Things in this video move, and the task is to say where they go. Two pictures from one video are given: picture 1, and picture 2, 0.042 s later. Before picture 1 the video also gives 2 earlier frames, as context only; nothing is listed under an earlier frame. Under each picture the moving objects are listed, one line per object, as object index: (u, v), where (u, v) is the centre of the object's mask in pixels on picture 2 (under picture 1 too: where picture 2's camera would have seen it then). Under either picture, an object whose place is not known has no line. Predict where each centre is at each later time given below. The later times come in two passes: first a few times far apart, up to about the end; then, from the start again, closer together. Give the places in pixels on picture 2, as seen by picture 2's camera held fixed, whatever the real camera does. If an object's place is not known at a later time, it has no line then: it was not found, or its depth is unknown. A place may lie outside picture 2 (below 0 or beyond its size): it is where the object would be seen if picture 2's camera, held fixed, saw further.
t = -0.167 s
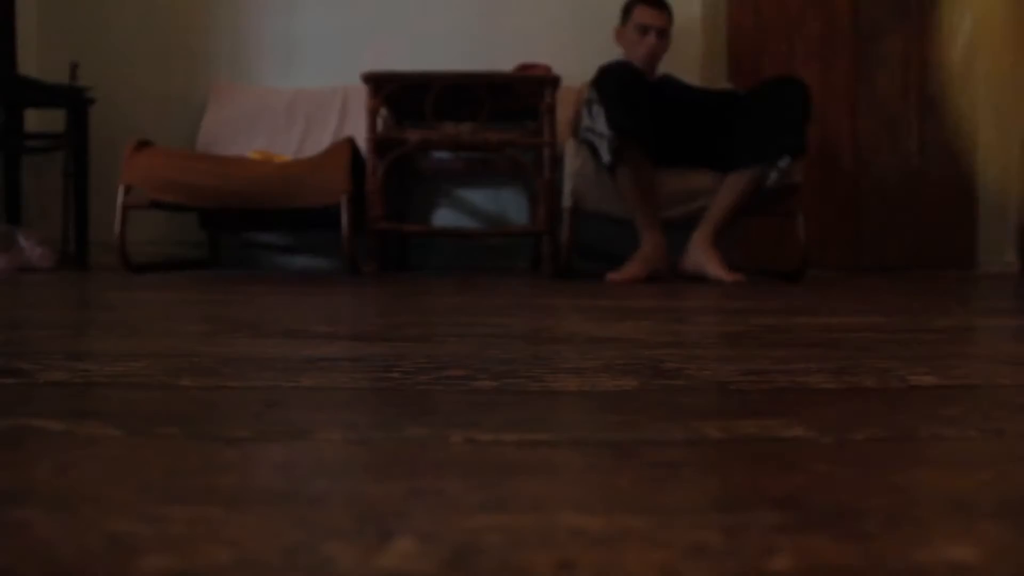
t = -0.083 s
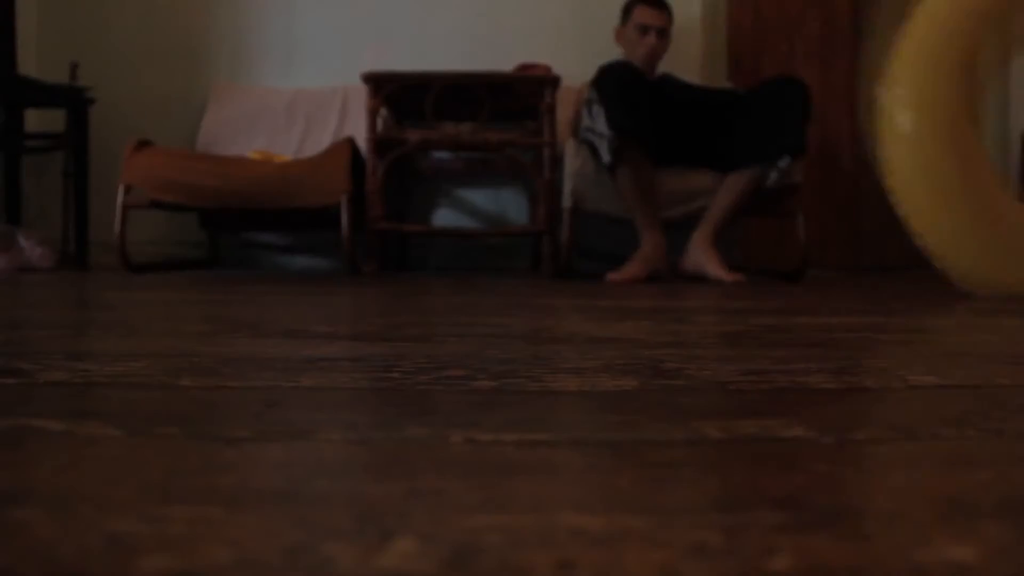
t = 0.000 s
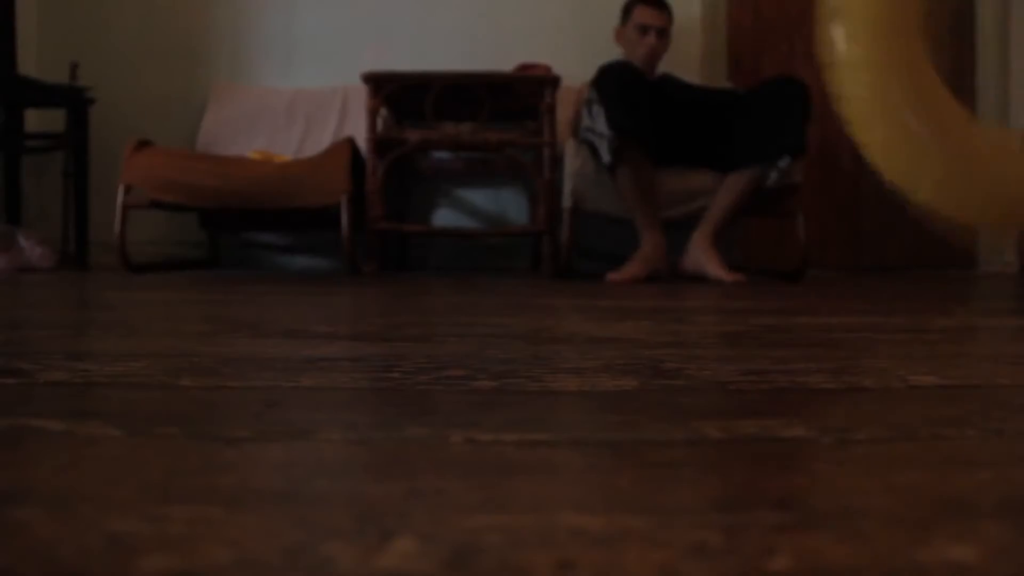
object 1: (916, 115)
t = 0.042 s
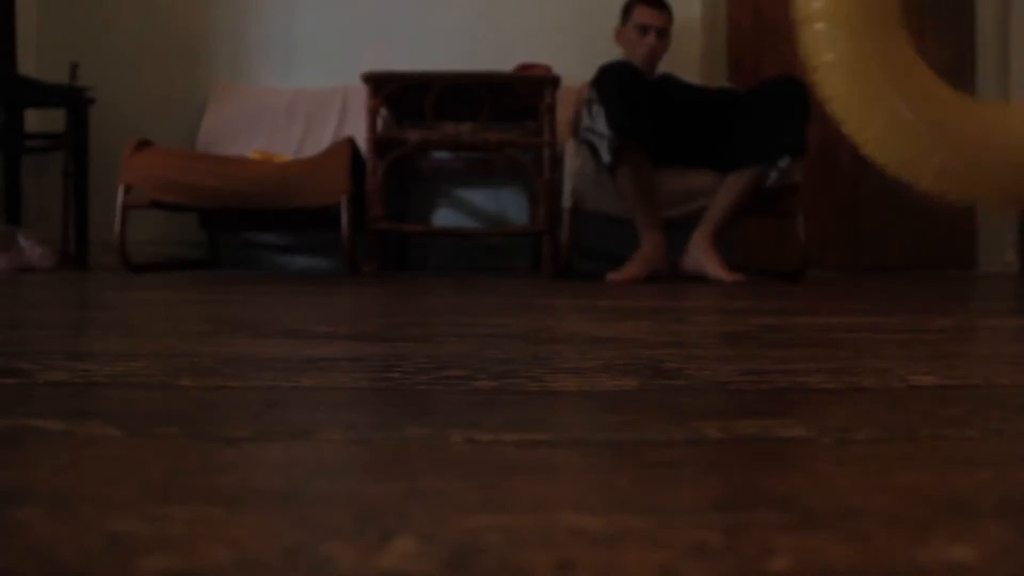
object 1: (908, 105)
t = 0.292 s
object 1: (834, 107)
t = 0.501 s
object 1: (729, 171)
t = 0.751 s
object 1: (538, 178)
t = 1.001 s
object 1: (372, 188)
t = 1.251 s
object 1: (229, 178)
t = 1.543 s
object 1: (106, 74)
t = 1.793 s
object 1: (237, 153)
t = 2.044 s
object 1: (446, 173)
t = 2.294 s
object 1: (623, 135)
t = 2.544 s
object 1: (418, 136)
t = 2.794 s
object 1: (322, 186)
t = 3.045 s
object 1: (325, 166)
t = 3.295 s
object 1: (331, 226)
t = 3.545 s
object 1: (316, 186)
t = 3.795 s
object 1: (332, 195)
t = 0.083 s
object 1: (900, 96)
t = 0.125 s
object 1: (890, 88)
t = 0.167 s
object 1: (882, 85)
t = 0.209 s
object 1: (872, 87)
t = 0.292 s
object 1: (834, 107)
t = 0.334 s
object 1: (819, 133)
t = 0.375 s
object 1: (803, 165)
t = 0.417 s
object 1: (737, 185)
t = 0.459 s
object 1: (773, 186)
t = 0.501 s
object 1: (729, 171)
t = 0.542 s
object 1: (697, 156)
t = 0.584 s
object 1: (676, 145)
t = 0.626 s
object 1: (641, 143)
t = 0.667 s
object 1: (615, 151)
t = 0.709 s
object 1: (580, 161)
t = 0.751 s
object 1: (538, 178)
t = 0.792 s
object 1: (539, 202)
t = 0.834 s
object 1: (506, 188)
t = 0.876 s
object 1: (481, 177)
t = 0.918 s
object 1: (433, 171)
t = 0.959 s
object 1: (406, 173)
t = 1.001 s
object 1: (372, 188)
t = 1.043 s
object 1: (339, 194)
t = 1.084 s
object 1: (323, 192)
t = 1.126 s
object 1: (278, 183)
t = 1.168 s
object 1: (236, 183)
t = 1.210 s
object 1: (234, 188)
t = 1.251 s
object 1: (229, 178)
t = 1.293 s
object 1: (215, 166)
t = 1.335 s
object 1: (214, 167)
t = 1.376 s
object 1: (199, 158)
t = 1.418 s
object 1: (180, 143)
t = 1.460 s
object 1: (155, 121)
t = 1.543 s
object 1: (106, 74)
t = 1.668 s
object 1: (137, 95)
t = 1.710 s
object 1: (163, 117)
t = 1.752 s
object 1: (197, 134)
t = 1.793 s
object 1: (237, 153)
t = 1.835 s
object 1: (299, 168)
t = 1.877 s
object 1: (336, 181)
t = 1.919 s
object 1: (366, 187)
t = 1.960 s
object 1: (394, 189)
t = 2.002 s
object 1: (421, 181)
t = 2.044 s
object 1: (446, 173)
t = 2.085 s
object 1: (484, 164)
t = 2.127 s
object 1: (518, 152)
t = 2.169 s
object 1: (559, 150)
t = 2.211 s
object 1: (584, 152)
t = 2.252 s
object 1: (606, 143)
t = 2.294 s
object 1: (623, 135)
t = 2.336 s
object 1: (599, 138)
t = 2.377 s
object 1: (571, 138)
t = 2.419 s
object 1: (540, 138)
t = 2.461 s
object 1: (490, 133)
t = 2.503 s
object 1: (450, 135)
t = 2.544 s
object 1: (418, 136)
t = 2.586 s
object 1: (388, 136)
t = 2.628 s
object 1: (352, 136)
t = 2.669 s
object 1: (335, 138)
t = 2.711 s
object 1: (325, 141)
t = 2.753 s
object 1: (320, 152)
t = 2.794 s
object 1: (322, 186)
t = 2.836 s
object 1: (325, 207)
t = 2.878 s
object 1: (326, 214)
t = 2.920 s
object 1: (324, 217)
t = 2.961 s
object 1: (330, 197)
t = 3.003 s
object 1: (331, 174)
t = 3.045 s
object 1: (325, 166)
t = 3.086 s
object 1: (320, 161)
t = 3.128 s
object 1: (311, 161)
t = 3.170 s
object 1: (309, 167)
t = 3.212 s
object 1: (316, 190)
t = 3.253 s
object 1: (325, 214)
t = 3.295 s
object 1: (331, 226)
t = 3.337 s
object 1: (325, 227)
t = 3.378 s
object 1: (331, 204)
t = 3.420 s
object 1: (329, 190)
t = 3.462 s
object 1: (331, 183)
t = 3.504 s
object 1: (318, 181)
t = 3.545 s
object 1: (316, 186)
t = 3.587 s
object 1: (319, 198)
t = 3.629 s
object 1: (328, 225)
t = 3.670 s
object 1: (325, 237)
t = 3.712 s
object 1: (330, 226)
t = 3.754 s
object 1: (334, 199)
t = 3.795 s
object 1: (332, 195)
